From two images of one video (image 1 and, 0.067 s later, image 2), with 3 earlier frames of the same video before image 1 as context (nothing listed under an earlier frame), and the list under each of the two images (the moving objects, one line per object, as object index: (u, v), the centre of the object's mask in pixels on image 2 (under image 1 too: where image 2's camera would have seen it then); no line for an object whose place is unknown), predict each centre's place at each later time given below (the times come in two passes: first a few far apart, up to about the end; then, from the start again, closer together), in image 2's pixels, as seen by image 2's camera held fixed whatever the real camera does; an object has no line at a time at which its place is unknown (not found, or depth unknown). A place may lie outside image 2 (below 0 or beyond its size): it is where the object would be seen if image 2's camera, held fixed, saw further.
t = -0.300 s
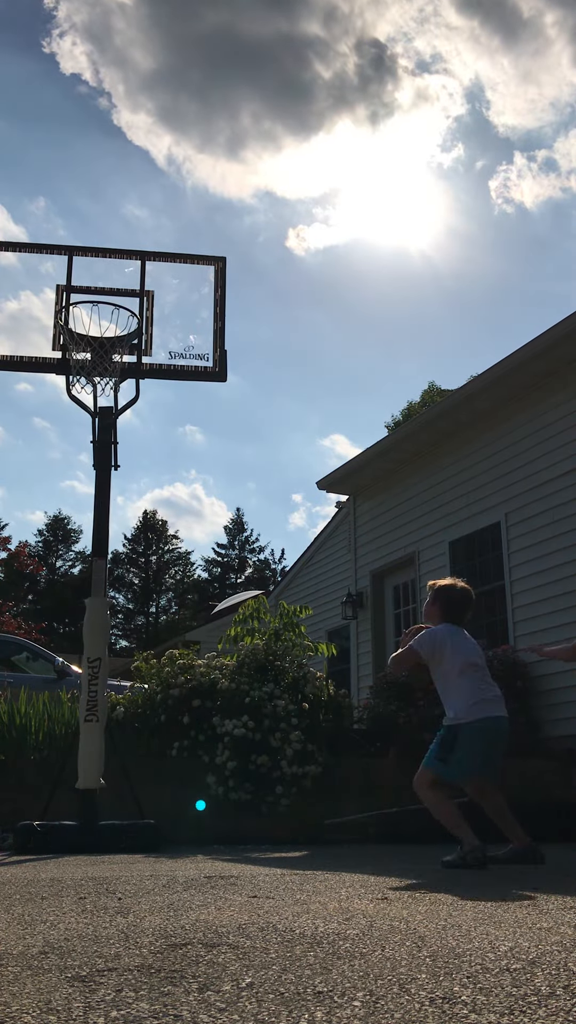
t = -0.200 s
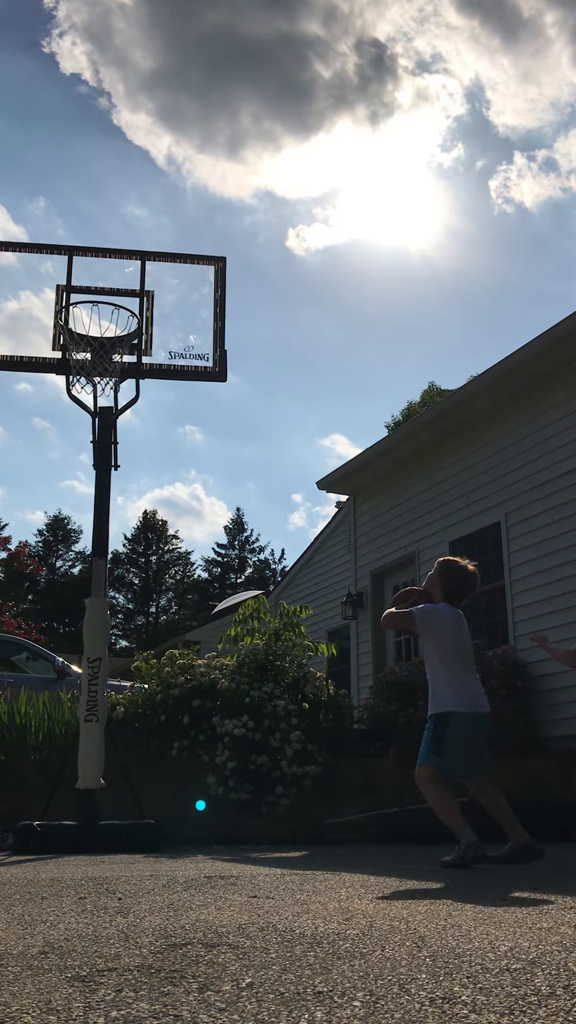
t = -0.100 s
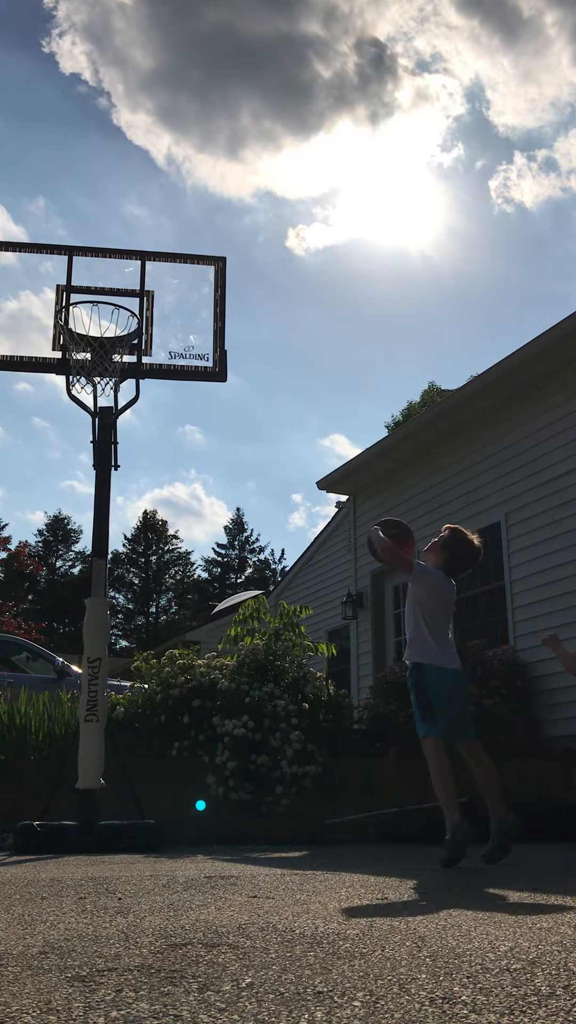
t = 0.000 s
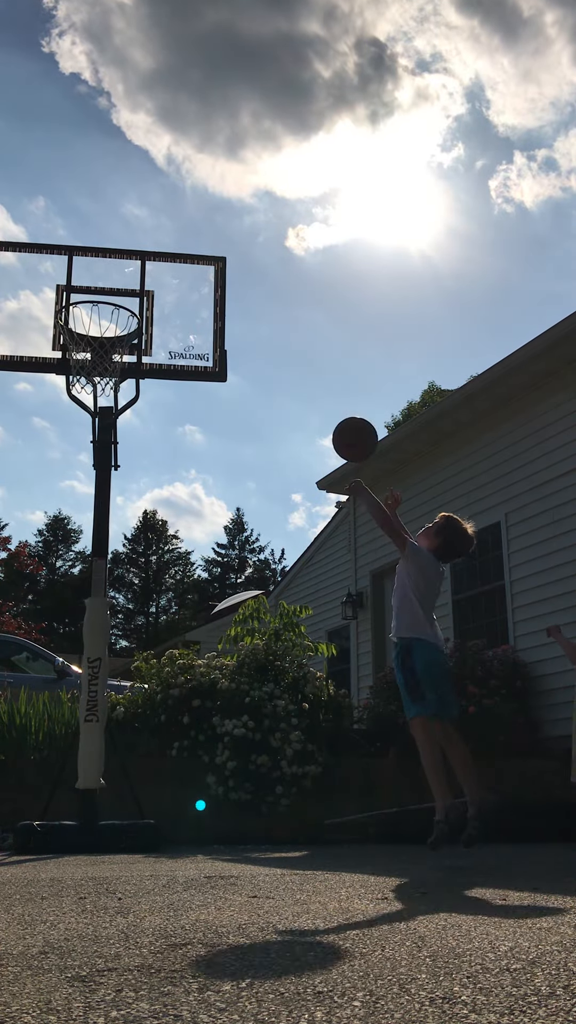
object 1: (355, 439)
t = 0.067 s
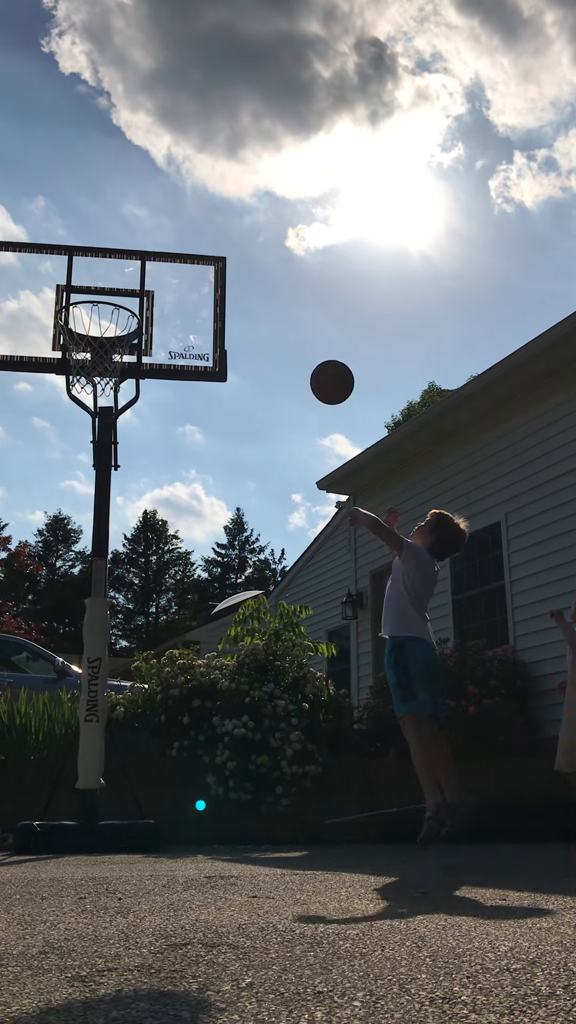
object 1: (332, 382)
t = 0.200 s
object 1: (290, 298)
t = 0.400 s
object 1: (234, 235)
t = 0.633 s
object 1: (174, 240)
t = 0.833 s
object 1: (123, 304)
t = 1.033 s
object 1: (112, 286)
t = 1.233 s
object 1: (109, 286)
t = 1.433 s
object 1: (96, 275)
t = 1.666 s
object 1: (75, 342)
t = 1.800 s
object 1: (57, 432)
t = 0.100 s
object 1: (321, 357)
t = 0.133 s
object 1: (310, 335)
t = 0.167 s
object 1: (300, 315)
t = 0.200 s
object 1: (290, 298)
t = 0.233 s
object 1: (280, 282)
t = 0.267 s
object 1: (271, 269)
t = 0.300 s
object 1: (261, 258)
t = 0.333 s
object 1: (252, 248)
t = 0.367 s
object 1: (243, 241)
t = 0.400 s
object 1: (234, 235)
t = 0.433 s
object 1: (225, 231)
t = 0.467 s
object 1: (217, 229)
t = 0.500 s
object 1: (208, 228)
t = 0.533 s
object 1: (200, 229)
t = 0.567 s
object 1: (191, 231)
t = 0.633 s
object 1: (174, 240)
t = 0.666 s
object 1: (166, 247)
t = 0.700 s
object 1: (158, 255)
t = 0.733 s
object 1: (149, 265)
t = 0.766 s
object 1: (140, 277)
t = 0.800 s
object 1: (132, 290)
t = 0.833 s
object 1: (123, 304)
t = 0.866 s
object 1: (115, 321)
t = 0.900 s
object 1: (113, 317)
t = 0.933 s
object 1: (113, 307)
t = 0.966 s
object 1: (113, 298)
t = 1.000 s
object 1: (113, 291)
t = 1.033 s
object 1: (112, 286)
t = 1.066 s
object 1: (112, 282)
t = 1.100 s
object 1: (112, 279)
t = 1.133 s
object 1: (111, 279)
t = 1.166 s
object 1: (110, 280)
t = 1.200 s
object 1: (109, 282)
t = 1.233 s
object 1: (109, 286)
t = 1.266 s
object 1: (107, 282)
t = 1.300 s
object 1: (105, 277)
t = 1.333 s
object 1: (103, 274)
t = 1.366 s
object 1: (101, 272)
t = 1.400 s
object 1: (99, 272)
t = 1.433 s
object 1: (96, 275)
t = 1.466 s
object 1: (94, 279)
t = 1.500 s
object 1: (91, 284)
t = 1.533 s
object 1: (88, 291)
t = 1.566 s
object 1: (85, 301)
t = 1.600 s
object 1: (81, 312)
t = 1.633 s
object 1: (78, 326)
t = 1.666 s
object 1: (75, 342)
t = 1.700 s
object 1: (71, 361)
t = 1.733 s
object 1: (67, 382)
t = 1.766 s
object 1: (62, 405)
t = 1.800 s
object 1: (57, 432)
